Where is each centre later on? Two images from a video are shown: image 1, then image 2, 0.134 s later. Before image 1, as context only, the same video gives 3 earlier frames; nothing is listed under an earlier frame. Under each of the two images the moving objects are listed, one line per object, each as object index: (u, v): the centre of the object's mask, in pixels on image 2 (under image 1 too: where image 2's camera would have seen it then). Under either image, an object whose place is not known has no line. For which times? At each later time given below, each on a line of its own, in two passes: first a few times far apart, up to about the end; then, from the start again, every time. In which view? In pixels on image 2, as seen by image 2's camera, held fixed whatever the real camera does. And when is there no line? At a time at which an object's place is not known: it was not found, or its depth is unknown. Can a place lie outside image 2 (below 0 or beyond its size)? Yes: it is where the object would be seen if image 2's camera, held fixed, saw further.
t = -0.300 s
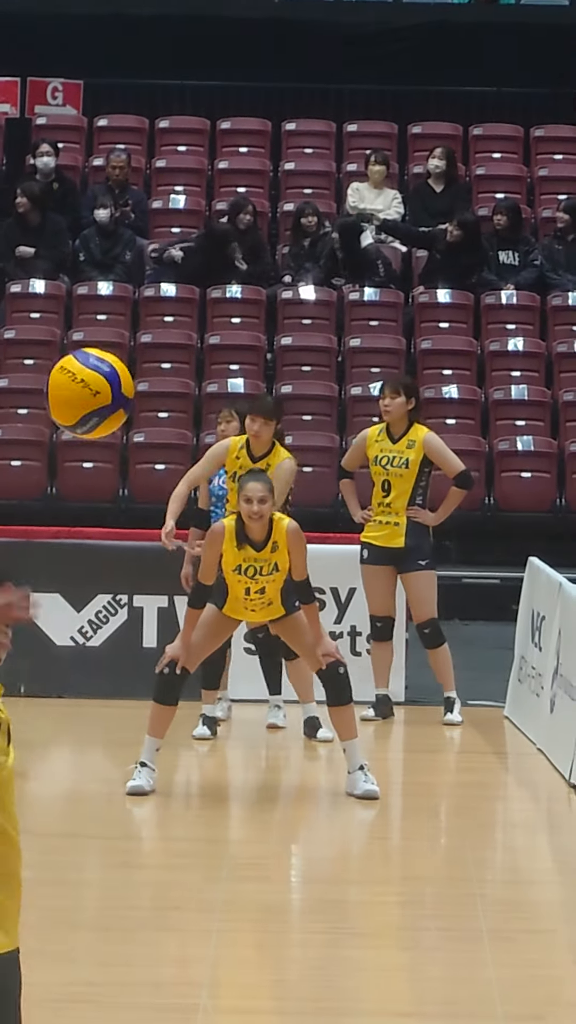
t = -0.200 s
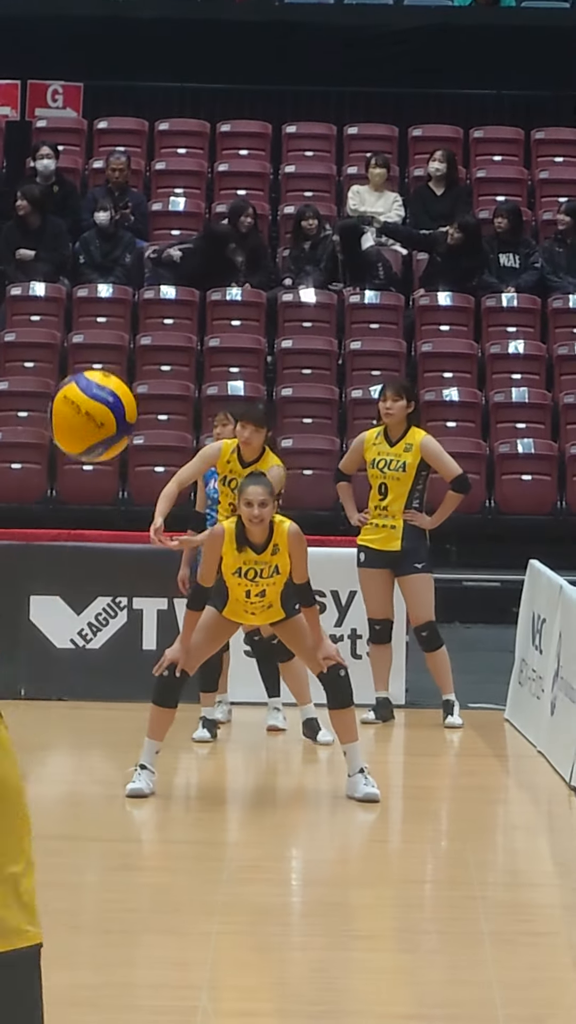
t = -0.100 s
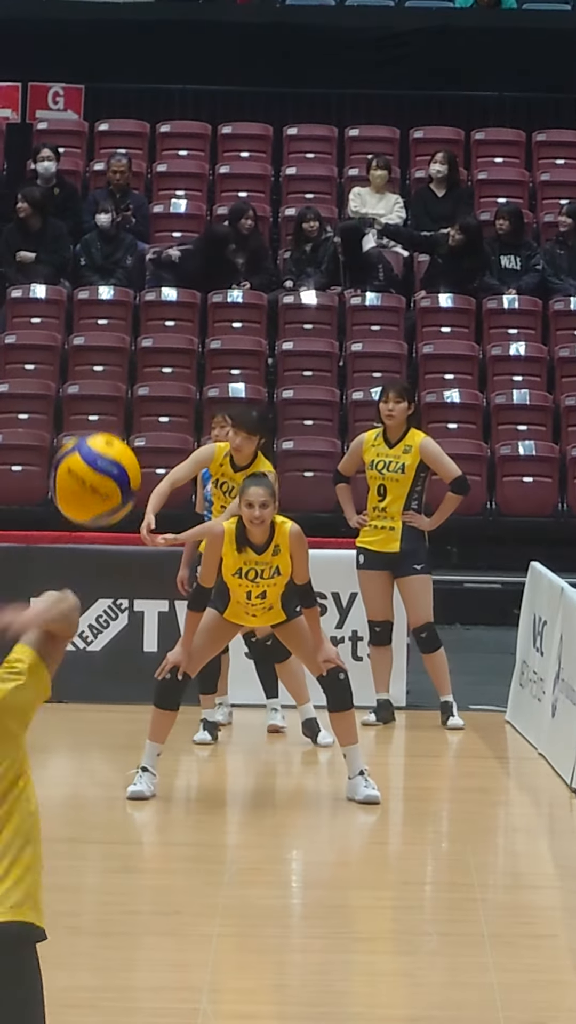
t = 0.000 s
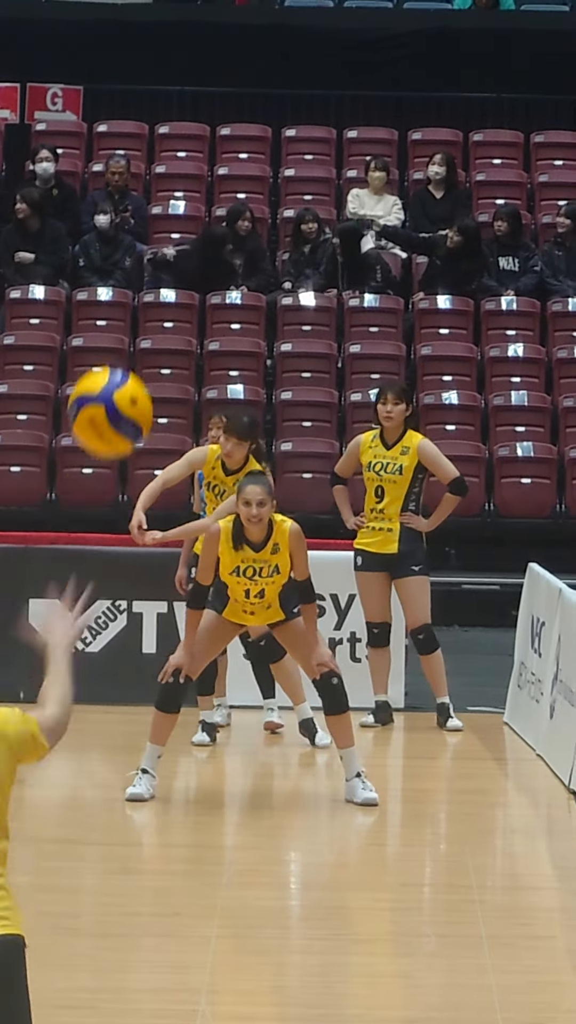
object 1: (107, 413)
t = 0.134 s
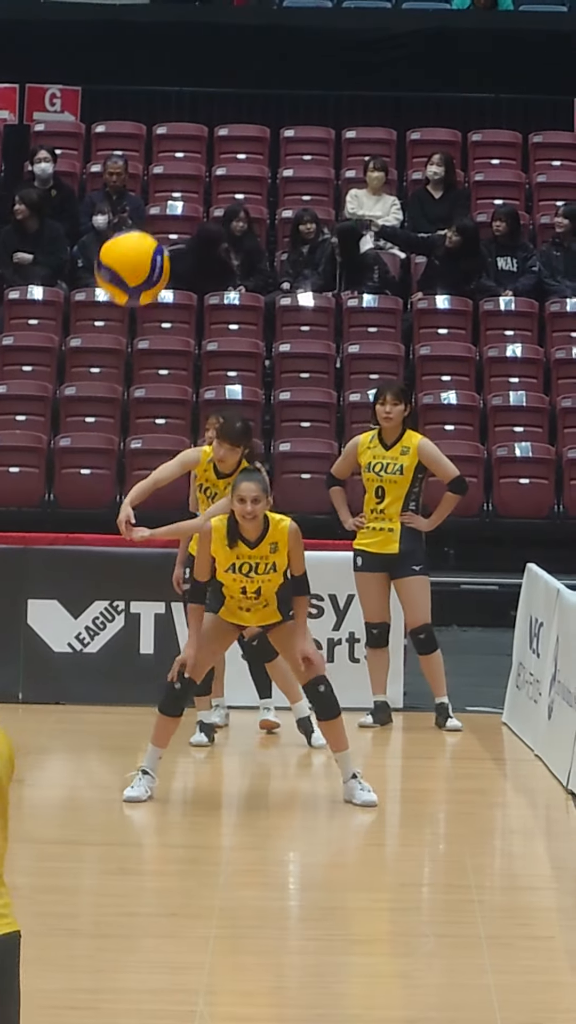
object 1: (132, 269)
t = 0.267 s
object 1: (163, 214)
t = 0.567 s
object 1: (232, 293)
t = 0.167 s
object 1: (138, 249)
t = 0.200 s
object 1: (146, 232)
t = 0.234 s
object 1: (154, 220)
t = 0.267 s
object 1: (163, 214)
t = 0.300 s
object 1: (171, 210)
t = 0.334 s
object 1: (179, 211)
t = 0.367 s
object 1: (186, 215)
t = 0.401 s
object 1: (192, 222)
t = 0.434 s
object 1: (199, 232)
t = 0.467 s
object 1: (206, 245)
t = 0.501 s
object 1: (215, 257)
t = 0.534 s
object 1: (223, 273)
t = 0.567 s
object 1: (232, 293)
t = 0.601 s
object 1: (239, 312)
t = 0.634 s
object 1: (245, 335)
